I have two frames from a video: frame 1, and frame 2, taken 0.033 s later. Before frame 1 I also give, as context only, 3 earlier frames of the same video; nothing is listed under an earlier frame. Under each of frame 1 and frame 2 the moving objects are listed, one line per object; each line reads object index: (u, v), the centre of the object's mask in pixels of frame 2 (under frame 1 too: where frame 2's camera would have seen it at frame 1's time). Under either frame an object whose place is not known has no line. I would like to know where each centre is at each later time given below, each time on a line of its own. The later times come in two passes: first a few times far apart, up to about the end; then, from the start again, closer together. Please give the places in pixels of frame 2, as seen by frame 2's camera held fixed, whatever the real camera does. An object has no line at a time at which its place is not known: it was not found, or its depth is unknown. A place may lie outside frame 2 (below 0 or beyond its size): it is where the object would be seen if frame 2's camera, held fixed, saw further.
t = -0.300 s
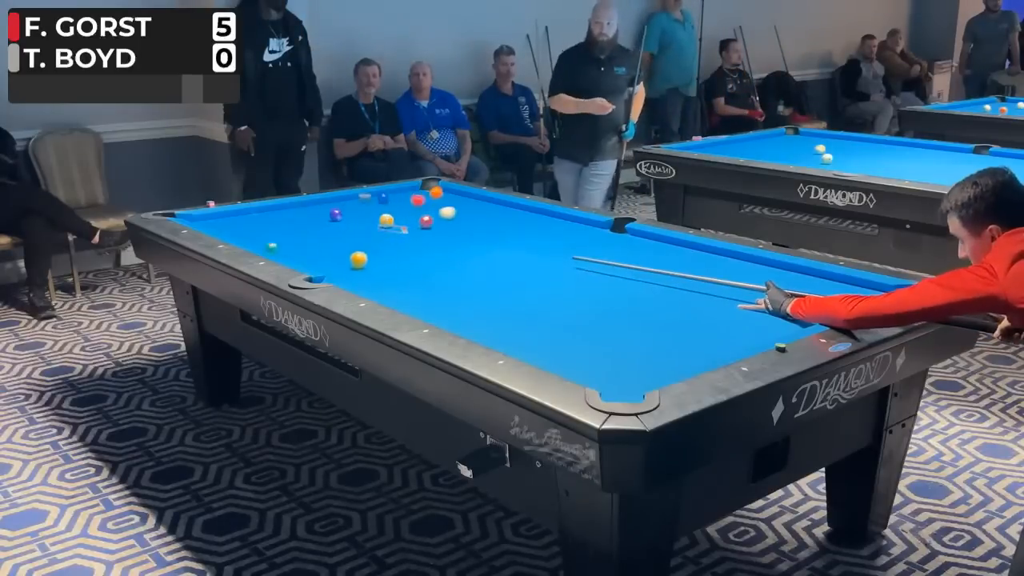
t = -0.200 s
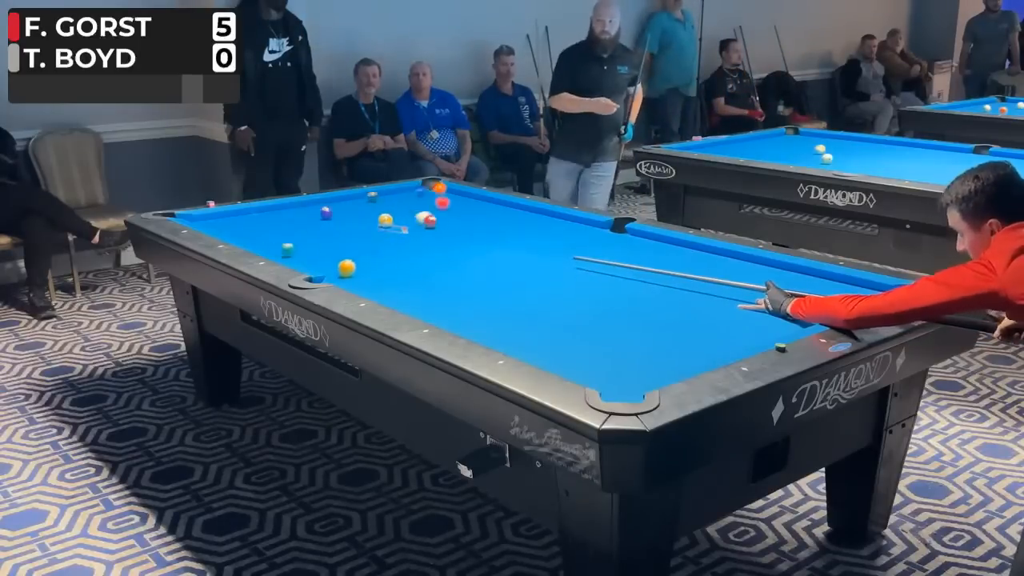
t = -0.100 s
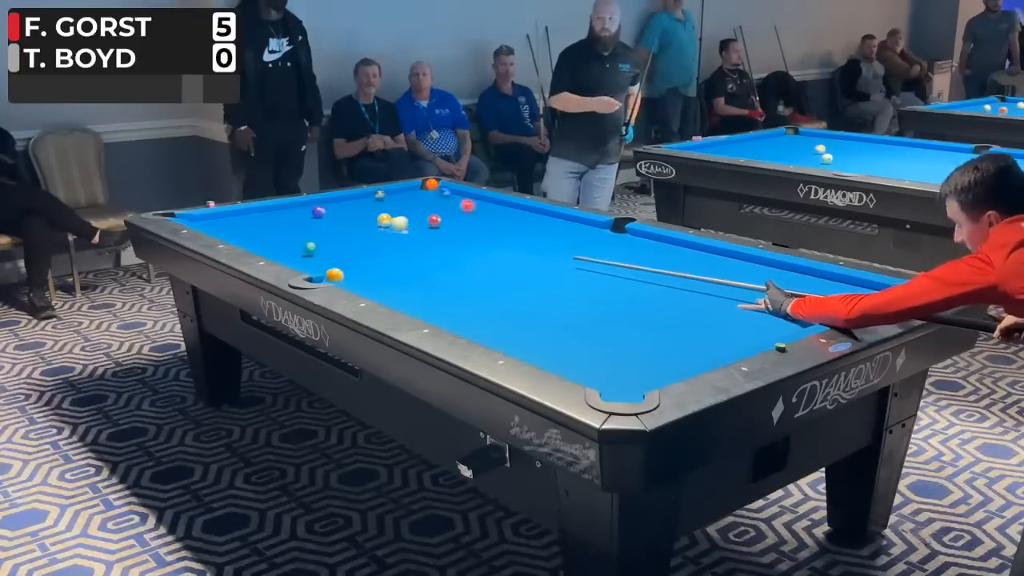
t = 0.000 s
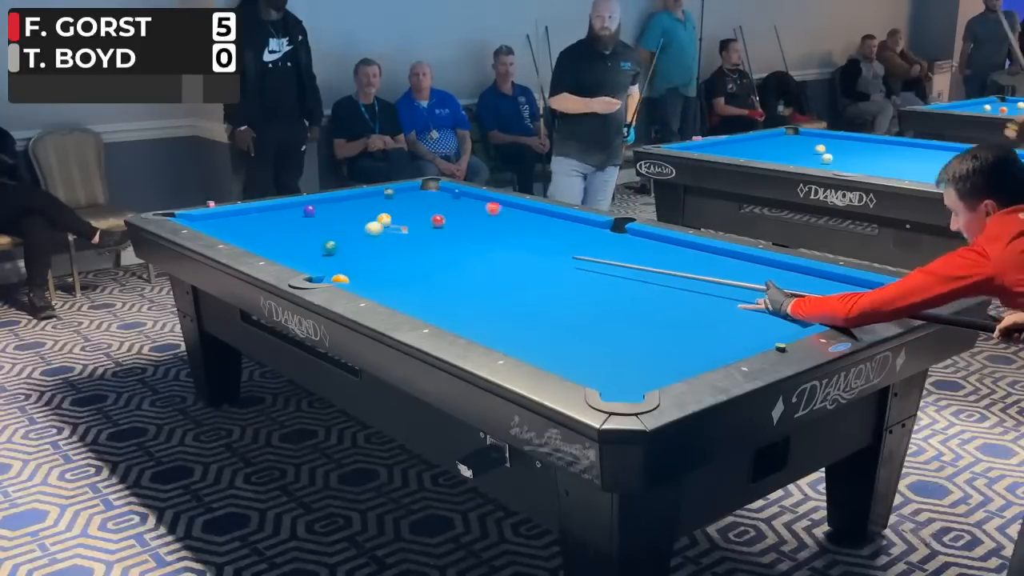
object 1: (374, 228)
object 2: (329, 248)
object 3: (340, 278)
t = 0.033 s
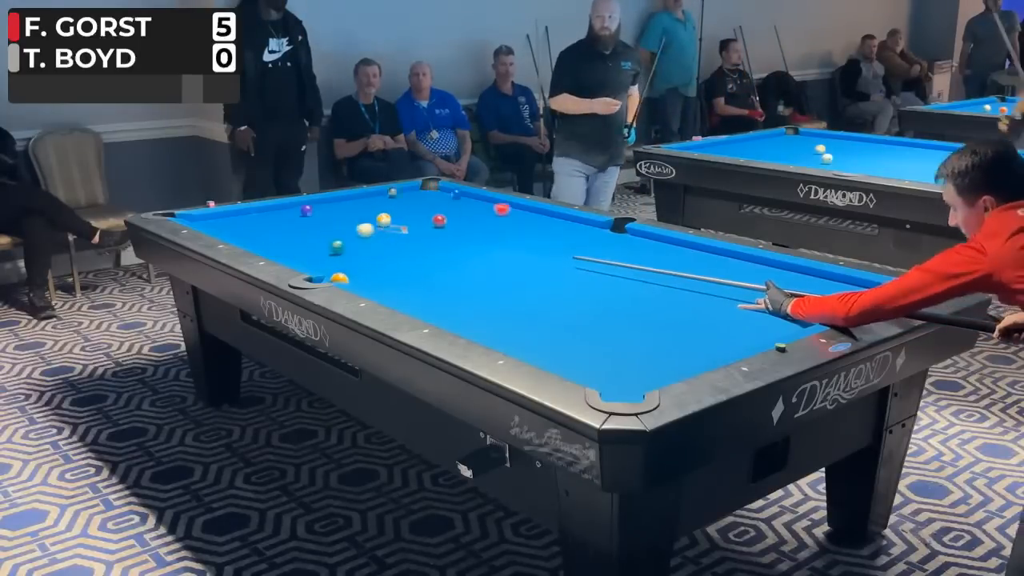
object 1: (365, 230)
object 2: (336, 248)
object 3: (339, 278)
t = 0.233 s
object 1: (310, 241)
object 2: (376, 246)
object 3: (335, 273)
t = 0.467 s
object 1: (292, 247)
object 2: (420, 243)
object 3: (331, 268)
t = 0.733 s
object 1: (347, 241)
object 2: (469, 241)
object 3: (326, 261)
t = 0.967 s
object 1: (391, 236)
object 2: (508, 239)
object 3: (323, 256)
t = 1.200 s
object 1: (431, 231)
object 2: (547, 238)
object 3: (320, 251)
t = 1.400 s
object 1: (464, 226)
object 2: (578, 236)
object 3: (317, 247)
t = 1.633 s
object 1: (500, 222)
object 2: (613, 233)
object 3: (315, 243)
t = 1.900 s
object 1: (538, 217)
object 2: (629, 235)
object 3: (312, 238)
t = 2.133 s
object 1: (553, 216)
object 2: (625, 238)
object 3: (310, 236)
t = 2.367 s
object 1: (539, 219)
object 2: (620, 242)
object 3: (309, 233)
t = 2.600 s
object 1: (527, 223)
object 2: (615, 246)
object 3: (307, 230)
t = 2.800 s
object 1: (516, 226)
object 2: (611, 250)
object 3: (309, 229)
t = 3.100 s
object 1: (501, 230)
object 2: (605, 254)
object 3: (314, 228)
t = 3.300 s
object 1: (491, 233)
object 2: (602, 257)
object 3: (316, 228)
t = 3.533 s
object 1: (480, 235)
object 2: (597, 260)
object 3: (317, 228)
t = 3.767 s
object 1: (469, 238)
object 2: (594, 263)
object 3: (317, 228)
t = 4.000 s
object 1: (459, 241)
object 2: (591, 265)
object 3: (317, 228)
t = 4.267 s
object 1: (448, 244)
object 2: (588, 268)
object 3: (317, 228)
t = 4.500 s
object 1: (439, 246)
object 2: (585, 270)
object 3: (317, 228)
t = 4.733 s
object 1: (431, 248)
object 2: (583, 272)
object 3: (317, 228)
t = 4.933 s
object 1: (424, 250)
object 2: (582, 273)
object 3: (317, 228)
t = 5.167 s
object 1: (417, 251)
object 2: (581, 275)
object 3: (317, 228)
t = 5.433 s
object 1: (410, 253)
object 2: (580, 275)
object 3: (317, 228)
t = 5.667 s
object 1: (404, 255)
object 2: (580, 276)
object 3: (317, 228)
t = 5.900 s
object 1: (400, 255)
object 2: (580, 276)
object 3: (317, 228)
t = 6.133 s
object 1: (397, 256)
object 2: (580, 276)
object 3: (317, 228)
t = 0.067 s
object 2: (344, 248)
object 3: (338, 277)
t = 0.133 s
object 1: (338, 236)
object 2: (357, 247)
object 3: (337, 275)
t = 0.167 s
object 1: (329, 237)
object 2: (363, 246)
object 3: (336, 275)
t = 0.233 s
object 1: (310, 241)
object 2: (376, 246)
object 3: (335, 273)
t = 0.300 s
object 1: (290, 245)
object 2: (389, 245)
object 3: (334, 272)
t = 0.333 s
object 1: (280, 247)
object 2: (396, 245)
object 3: (333, 272)
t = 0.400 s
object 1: (275, 248)
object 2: (408, 244)
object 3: (332, 270)
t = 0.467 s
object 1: (292, 247)
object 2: (420, 243)
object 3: (331, 268)
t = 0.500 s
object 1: (299, 246)
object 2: (427, 243)
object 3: (330, 267)
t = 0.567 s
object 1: (313, 245)
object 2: (440, 242)
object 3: (329, 265)
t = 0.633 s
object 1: (327, 243)
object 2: (451, 242)
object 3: (328, 264)
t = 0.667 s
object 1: (333, 242)
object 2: (457, 242)
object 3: (327, 263)
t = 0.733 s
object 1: (347, 241)
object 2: (469, 241)
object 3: (326, 261)
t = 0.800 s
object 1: (359, 239)
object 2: (481, 241)
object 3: (325, 260)
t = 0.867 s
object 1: (372, 238)
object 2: (492, 240)
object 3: (324, 258)
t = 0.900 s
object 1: (378, 237)
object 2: (497, 240)
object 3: (324, 257)
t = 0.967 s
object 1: (391, 236)
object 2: (508, 239)
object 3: (323, 256)
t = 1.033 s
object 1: (402, 234)
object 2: (519, 238)
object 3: (322, 254)
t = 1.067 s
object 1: (408, 233)
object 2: (525, 238)
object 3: (322, 253)
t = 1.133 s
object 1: (420, 232)
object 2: (536, 238)
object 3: (321, 252)
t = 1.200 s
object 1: (431, 231)
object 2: (547, 238)
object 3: (320, 251)
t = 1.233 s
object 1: (437, 230)
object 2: (552, 237)
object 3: (319, 250)
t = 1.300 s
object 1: (448, 229)
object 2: (562, 237)
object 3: (318, 249)
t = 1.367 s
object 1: (459, 227)
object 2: (573, 236)
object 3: (317, 247)
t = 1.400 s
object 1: (464, 226)
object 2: (578, 236)
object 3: (317, 247)
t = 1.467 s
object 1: (475, 225)
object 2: (588, 236)
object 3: (317, 246)
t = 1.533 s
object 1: (485, 224)
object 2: (598, 234)
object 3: (316, 245)
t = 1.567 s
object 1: (490, 223)
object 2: (603, 234)
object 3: (316, 244)
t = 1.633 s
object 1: (500, 222)
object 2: (613, 233)
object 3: (315, 243)
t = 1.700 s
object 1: (509, 221)
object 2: (622, 233)
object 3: (314, 242)
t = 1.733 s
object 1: (514, 220)
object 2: (626, 233)
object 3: (314, 241)
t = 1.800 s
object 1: (524, 219)
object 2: (631, 233)
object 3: (313, 240)
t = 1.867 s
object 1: (533, 218)
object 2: (630, 234)
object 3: (312, 239)
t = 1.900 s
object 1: (538, 217)
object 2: (629, 235)
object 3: (312, 238)
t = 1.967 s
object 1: (547, 216)
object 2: (628, 235)
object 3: (311, 238)
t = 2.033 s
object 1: (556, 215)
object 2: (627, 236)
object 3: (311, 237)
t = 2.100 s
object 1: (554, 216)
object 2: (625, 238)
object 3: (310, 236)
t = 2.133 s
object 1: (553, 216)
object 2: (625, 238)
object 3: (310, 236)
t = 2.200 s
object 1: (549, 217)
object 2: (623, 239)
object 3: (310, 235)
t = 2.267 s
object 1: (545, 218)
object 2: (622, 240)
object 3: (309, 234)
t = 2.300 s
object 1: (543, 219)
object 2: (621, 241)
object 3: (309, 233)
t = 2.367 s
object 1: (539, 219)
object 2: (620, 242)
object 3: (309, 233)
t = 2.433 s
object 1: (536, 220)
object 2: (619, 243)
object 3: (308, 232)
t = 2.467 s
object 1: (534, 221)
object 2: (618, 244)
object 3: (308, 232)
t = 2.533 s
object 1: (530, 222)
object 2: (616, 245)
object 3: (308, 231)
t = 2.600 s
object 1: (527, 223)
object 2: (615, 246)
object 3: (307, 230)
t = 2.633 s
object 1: (525, 223)
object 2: (614, 247)
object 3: (307, 230)
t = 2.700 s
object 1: (522, 224)
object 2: (613, 248)
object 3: (308, 229)
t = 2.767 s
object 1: (518, 225)
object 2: (611, 249)
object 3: (309, 229)
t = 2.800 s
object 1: (516, 226)
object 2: (611, 250)
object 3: (309, 229)
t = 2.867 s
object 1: (513, 227)
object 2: (609, 251)
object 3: (310, 229)
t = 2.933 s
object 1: (509, 228)
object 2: (608, 252)
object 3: (311, 229)
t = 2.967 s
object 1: (508, 228)
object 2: (607, 252)
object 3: (312, 228)
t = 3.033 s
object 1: (504, 229)
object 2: (606, 253)
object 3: (313, 228)
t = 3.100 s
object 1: (501, 230)
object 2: (605, 254)
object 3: (314, 228)
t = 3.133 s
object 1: (499, 230)
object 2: (604, 255)
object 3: (314, 228)
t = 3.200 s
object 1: (496, 231)
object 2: (603, 255)
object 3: (315, 228)
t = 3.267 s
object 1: (493, 232)
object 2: (602, 256)
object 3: (315, 228)
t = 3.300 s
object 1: (491, 233)
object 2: (602, 257)
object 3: (316, 228)
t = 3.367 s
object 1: (488, 233)
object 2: (600, 258)
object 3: (316, 228)
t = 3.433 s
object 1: (485, 234)
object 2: (599, 258)
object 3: (316, 228)
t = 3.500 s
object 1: (482, 235)
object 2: (598, 260)
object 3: (317, 228)
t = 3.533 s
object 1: (480, 235)
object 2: (597, 260)
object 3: (317, 228)
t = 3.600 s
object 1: (477, 236)
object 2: (597, 261)
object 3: (317, 228)
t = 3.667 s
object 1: (474, 237)
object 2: (596, 261)
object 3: (317, 228)
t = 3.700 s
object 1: (472, 237)
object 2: (595, 262)
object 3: (317, 228)
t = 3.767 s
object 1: (469, 238)
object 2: (594, 263)
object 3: (317, 228)
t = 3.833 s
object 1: (467, 239)
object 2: (593, 263)
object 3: (317, 228)
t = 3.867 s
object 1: (465, 239)
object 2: (593, 264)
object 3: (317, 228)
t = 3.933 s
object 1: (462, 240)
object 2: (592, 265)
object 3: (317, 228)
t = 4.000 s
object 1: (459, 241)
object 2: (591, 265)
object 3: (317, 228)
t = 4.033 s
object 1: (458, 241)
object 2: (590, 266)
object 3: (317, 228)
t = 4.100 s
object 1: (455, 242)
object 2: (590, 267)
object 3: (317, 228)
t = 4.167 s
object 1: (452, 243)
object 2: (589, 267)
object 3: (317, 228)
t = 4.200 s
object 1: (451, 243)
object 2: (588, 268)
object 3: (317, 228)
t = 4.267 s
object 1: (448, 244)
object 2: (588, 268)
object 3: (317, 228)
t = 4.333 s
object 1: (446, 244)
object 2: (587, 268)
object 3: (317, 228)
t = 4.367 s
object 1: (444, 245)
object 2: (587, 269)
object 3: (317, 228)
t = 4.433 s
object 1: (442, 245)
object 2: (586, 270)
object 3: (317, 228)
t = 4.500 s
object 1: (439, 246)
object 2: (585, 270)
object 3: (317, 228)
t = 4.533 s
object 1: (438, 246)
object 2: (585, 270)
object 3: (317, 228)
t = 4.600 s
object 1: (436, 247)
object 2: (584, 271)
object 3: (317, 228)
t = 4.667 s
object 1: (433, 247)
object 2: (584, 272)
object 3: (317, 228)
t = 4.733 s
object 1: (431, 248)
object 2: (583, 272)
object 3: (317, 228)
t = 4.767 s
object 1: (430, 248)
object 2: (583, 272)
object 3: (317, 228)
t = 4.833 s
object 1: (427, 249)
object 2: (583, 272)
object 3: (317, 228)
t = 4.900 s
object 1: (425, 249)
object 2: (583, 273)
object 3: (317, 228)
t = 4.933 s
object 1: (424, 250)
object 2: (582, 273)
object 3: (317, 228)
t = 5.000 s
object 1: (422, 250)
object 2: (582, 274)
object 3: (317, 228)
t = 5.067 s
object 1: (420, 251)
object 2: (581, 274)
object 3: (317, 228)
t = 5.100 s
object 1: (419, 251)
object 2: (581, 274)
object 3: (317, 228)
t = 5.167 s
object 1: (417, 251)
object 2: (581, 275)
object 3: (317, 228)
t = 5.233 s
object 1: (415, 252)
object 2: (581, 275)
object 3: (317, 228)
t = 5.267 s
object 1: (414, 252)
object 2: (581, 275)
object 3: (317, 228)
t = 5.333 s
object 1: (412, 253)
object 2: (580, 275)
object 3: (317, 228)
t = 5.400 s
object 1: (411, 253)
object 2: (580, 275)
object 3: (317, 228)
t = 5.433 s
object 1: (410, 253)
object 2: (580, 275)
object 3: (317, 228)
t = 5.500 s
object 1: (408, 254)
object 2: (580, 275)
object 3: (317, 228)
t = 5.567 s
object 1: (406, 254)
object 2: (580, 276)
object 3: (317, 228)
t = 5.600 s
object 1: (406, 254)
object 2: (580, 276)
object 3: (317, 228)
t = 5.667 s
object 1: (404, 255)
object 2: (580, 276)
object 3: (317, 228)
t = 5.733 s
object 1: (403, 255)
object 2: (580, 276)
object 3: (317, 228)
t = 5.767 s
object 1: (402, 255)
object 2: (580, 276)
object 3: (317, 228)
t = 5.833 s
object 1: (401, 255)
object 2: (580, 276)
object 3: (317, 228)
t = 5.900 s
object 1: (400, 255)
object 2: (580, 276)
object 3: (317, 228)
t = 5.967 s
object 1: (399, 256)
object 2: (580, 276)
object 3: (317, 228)
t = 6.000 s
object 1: (399, 256)
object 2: (580, 276)
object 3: (317, 228)
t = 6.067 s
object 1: (398, 256)
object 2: (580, 276)
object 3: (317, 228)
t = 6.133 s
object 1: (397, 256)
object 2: (580, 276)
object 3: (317, 228)
